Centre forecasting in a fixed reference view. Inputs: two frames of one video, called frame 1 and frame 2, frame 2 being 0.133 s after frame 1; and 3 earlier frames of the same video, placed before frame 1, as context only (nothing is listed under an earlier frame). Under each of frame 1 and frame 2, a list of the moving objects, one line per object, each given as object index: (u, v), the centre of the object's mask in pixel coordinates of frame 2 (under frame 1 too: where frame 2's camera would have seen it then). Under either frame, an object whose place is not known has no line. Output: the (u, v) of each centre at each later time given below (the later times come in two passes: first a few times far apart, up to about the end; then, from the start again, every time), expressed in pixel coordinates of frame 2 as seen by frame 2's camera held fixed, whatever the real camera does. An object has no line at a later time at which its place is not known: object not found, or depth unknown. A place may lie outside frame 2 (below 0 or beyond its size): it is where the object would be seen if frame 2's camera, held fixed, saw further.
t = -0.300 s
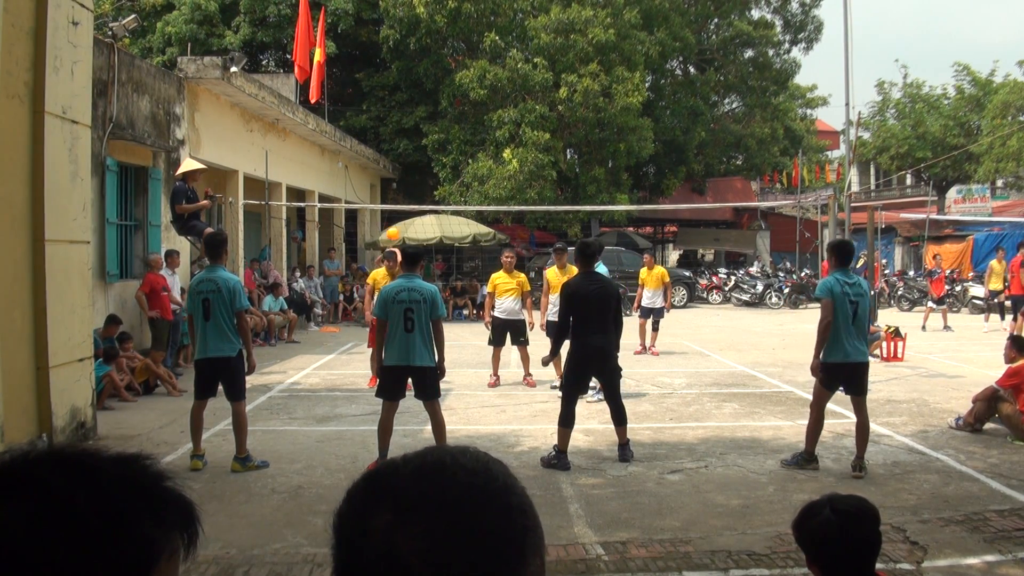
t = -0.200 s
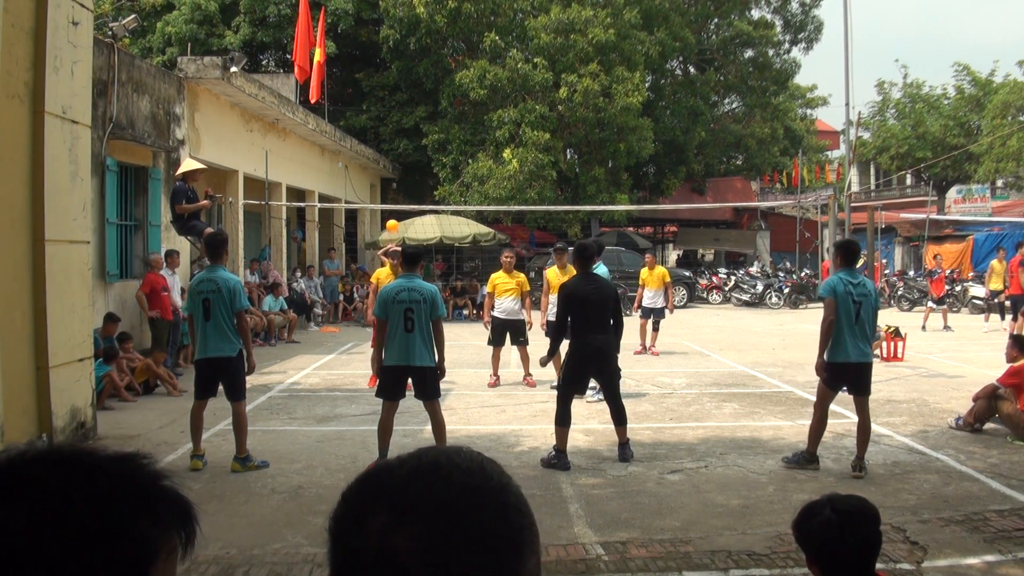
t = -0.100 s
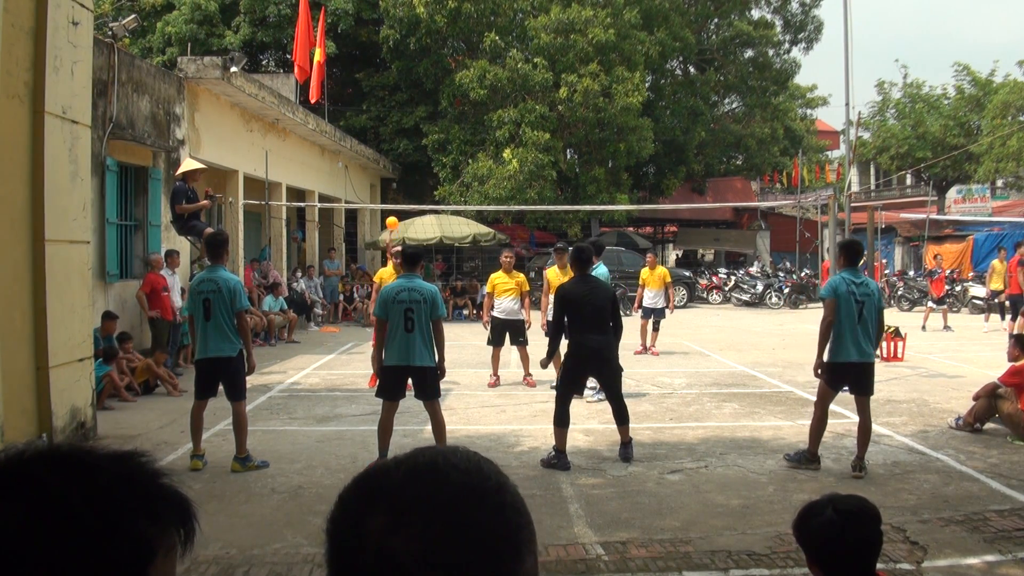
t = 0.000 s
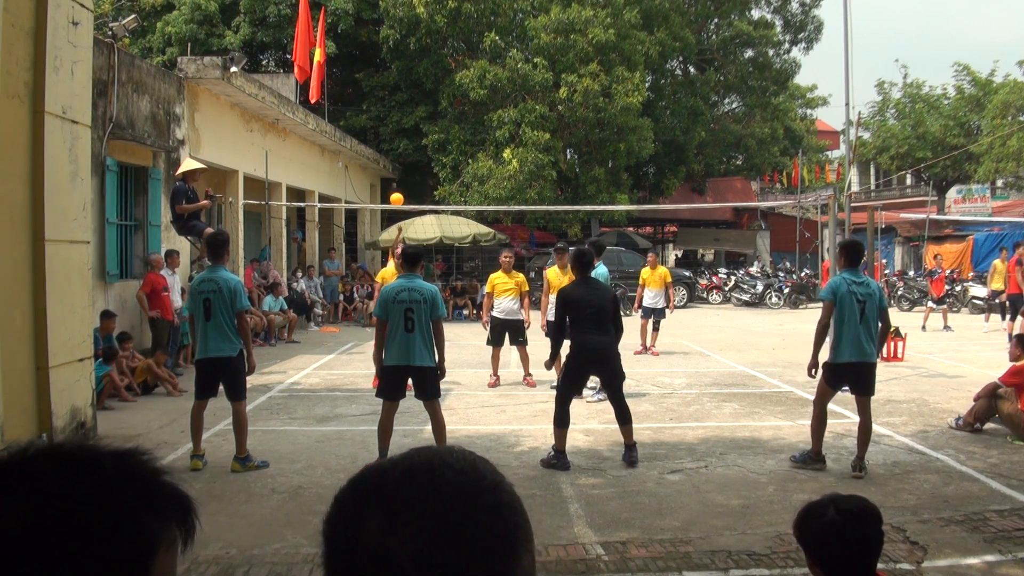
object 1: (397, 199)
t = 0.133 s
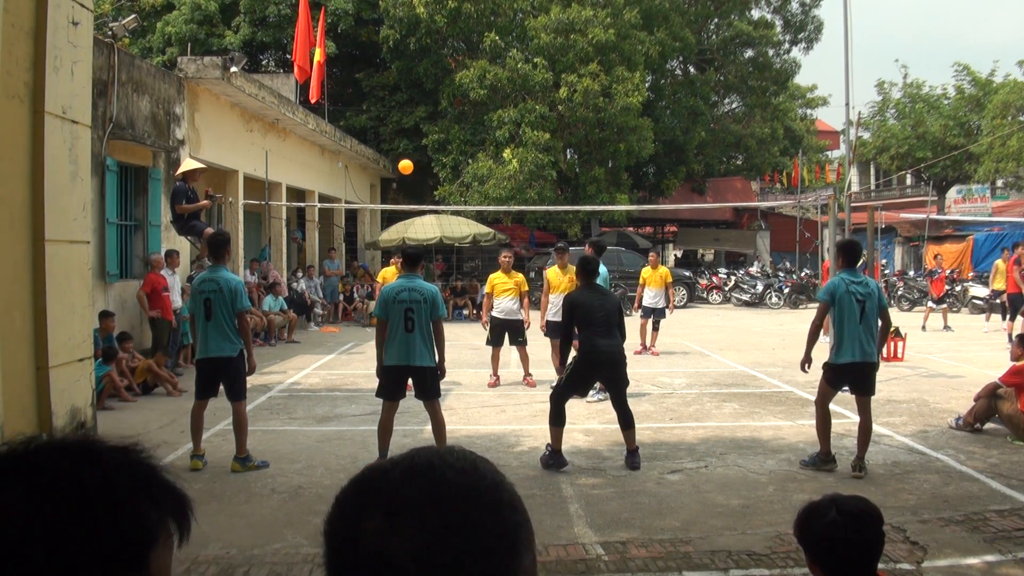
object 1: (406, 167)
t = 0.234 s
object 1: (415, 145)
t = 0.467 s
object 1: (441, 109)
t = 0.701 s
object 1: (475, 117)
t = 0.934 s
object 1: (518, 193)
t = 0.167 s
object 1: (409, 159)
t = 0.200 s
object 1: (412, 152)
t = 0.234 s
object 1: (415, 145)
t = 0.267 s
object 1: (418, 138)
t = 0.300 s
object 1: (422, 132)
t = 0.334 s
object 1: (425, 126)
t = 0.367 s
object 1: (429, 120)
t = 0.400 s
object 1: (433, 116)
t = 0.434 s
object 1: (437, 112)
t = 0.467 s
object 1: (441, 109)
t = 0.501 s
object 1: (446, 107)
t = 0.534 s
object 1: (450, 106)
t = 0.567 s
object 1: (454, 106)
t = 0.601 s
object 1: (459, 107)
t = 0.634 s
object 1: (464, 109)
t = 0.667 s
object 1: (469, 112)
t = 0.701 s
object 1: (475, 117)
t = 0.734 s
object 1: (480, 123)
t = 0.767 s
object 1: (487, 130)
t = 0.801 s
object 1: (493, 139)
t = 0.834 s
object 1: (499, 150)
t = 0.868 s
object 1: (505, 162)
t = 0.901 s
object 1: (511, 177)
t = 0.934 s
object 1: (518, 193)
